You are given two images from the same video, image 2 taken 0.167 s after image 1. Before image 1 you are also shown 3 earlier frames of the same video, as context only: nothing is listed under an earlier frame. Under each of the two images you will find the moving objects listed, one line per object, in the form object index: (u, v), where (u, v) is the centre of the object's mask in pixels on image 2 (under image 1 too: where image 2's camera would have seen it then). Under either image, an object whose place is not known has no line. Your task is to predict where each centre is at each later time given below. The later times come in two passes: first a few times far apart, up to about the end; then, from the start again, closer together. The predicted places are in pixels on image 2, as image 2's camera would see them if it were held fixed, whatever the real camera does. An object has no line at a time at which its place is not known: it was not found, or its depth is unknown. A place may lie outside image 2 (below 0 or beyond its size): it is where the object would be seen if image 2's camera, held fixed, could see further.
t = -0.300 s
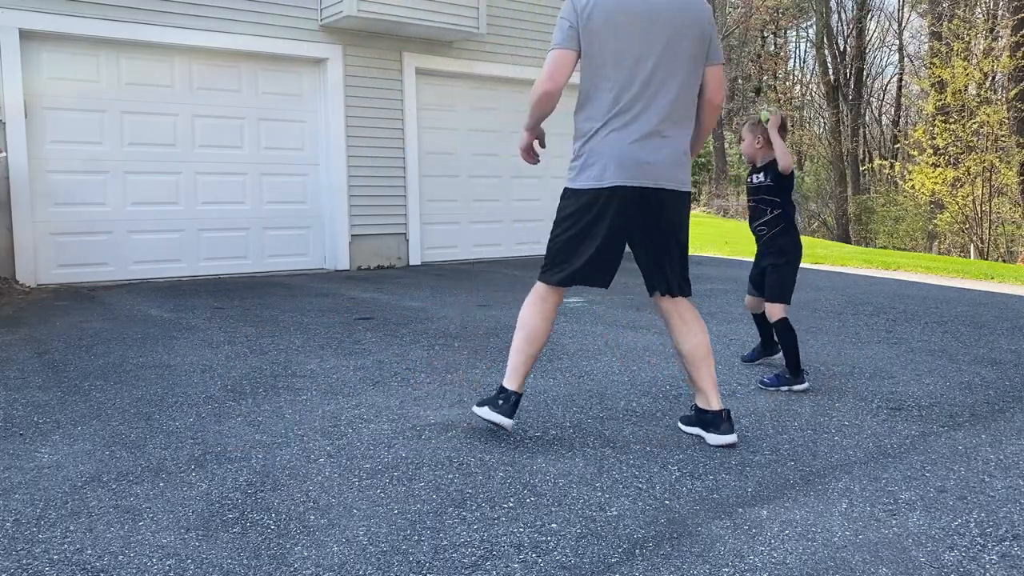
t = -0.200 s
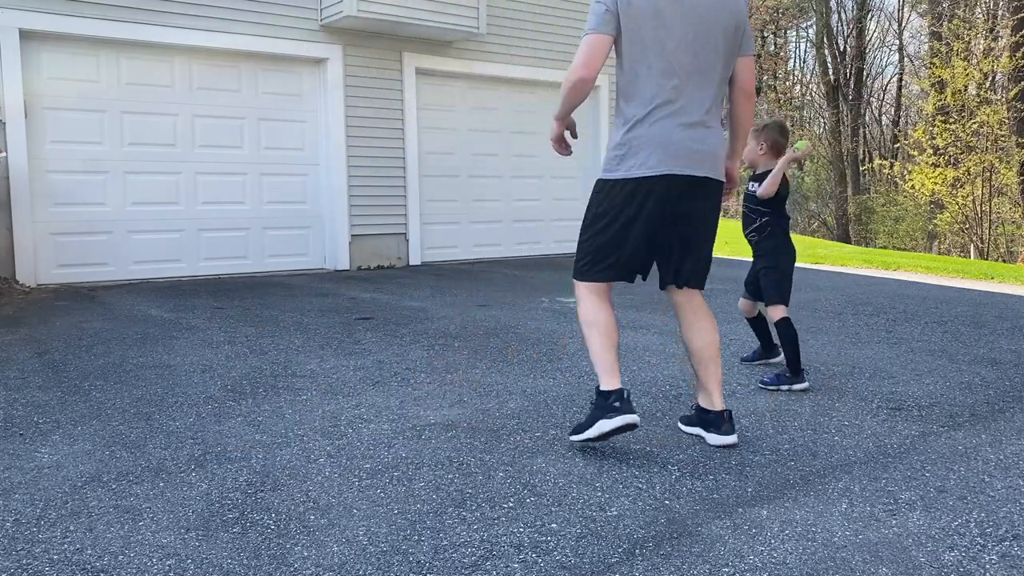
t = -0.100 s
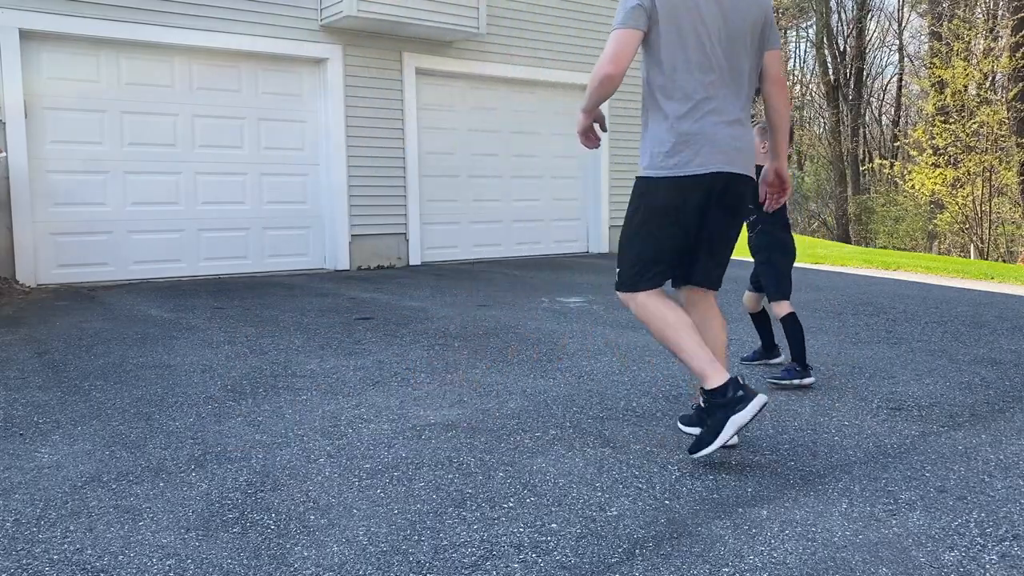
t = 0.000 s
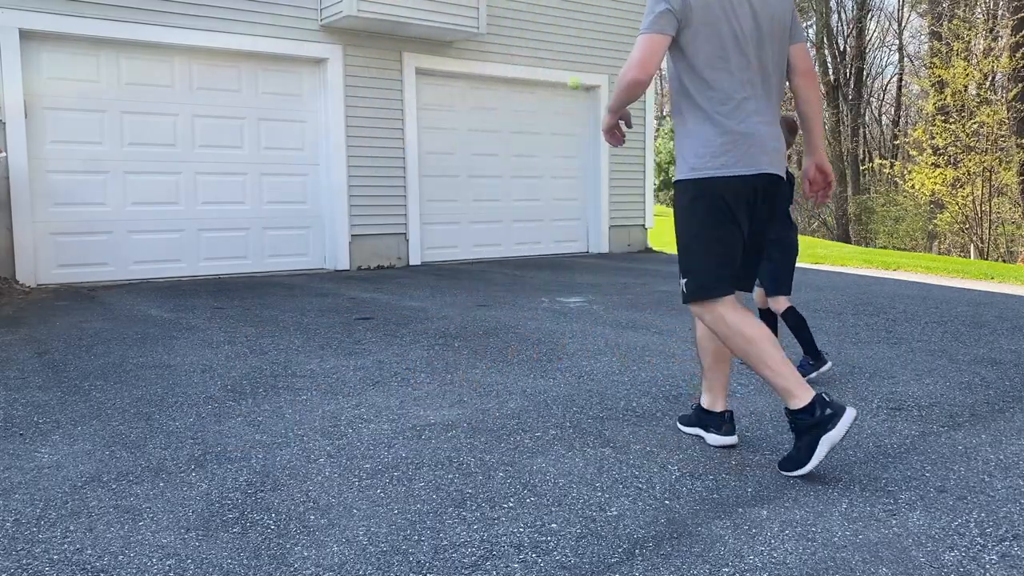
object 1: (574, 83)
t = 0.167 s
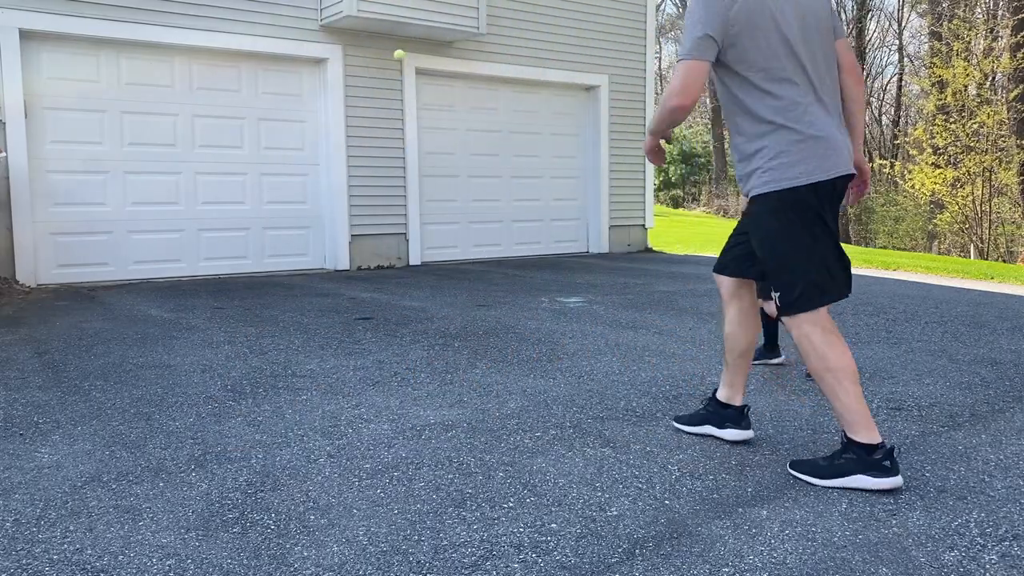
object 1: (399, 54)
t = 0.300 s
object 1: (303, 68)
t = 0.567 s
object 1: (180, 145)
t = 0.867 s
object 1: (207, 252)
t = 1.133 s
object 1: (248, 229)
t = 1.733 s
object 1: (382, 322)
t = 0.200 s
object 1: (372, 55)
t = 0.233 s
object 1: (347, 58)
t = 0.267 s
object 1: (324, 62)
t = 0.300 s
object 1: (303, 68)
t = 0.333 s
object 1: (284, 74)
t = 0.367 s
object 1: (266, 82)
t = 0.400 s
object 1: (249, 91)
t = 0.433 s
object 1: (234, 100)
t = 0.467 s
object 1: (219, 110)
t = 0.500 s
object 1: (205, 121)
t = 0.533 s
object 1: (192, 132)
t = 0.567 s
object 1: (180, 145)
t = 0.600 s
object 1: (168, 157)
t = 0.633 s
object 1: (163, 169)
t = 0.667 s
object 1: (169, 175)
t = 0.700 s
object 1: (174, 184)
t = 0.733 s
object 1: (181, 195)
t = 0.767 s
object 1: (187, 207)
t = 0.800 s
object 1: (193, 219)
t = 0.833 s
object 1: (200, 234)
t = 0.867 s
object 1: (207, 252)
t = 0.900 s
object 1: (214, 272)
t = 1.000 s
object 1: (230, 269)
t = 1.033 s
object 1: (234, 257)
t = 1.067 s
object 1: (239, 247)
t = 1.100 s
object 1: (243, 237)
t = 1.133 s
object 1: (248, 229)
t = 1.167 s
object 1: (253, 223)
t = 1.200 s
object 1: (258, 218)
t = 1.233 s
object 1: (264, 213)
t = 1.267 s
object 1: (270, 212)
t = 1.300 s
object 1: (276, 211)
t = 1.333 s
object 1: (282, 213)
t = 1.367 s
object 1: (288, 216)
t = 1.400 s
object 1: (296, 221)
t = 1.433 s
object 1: (303, 228)
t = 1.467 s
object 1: (311, 238)
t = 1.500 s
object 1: (319, 250)
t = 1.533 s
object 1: (327, 264)
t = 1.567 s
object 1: (336, 281)
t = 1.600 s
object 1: (345, 301)
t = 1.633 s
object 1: (354, 323)
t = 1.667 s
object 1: (364, 349)
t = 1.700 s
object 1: (373, 335)
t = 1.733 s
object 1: (382, 322)
